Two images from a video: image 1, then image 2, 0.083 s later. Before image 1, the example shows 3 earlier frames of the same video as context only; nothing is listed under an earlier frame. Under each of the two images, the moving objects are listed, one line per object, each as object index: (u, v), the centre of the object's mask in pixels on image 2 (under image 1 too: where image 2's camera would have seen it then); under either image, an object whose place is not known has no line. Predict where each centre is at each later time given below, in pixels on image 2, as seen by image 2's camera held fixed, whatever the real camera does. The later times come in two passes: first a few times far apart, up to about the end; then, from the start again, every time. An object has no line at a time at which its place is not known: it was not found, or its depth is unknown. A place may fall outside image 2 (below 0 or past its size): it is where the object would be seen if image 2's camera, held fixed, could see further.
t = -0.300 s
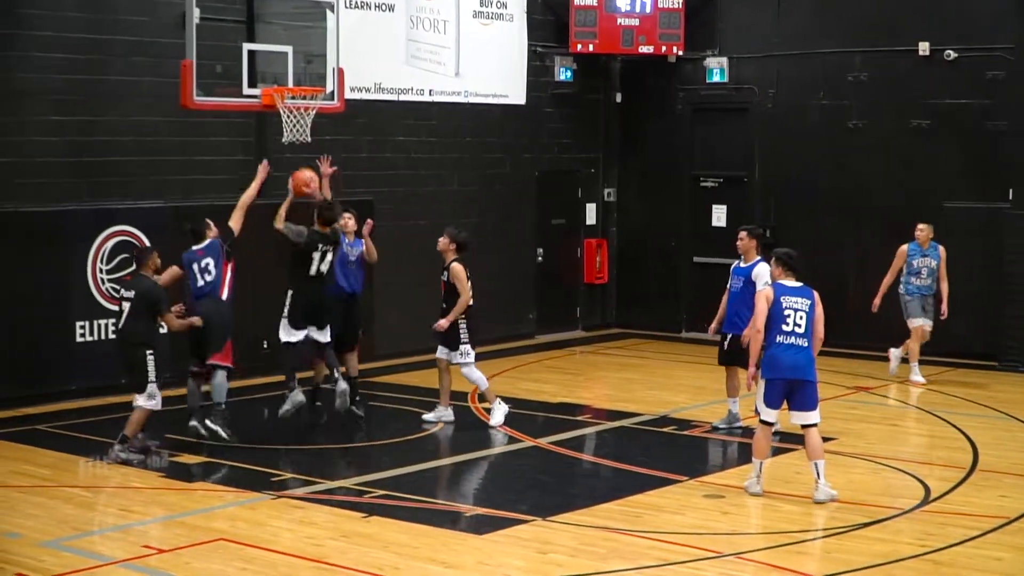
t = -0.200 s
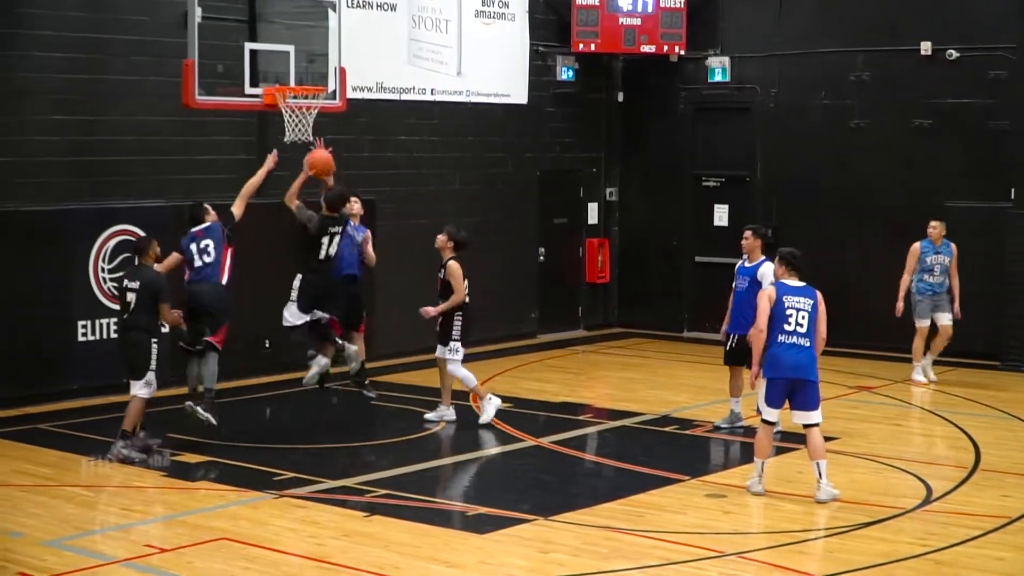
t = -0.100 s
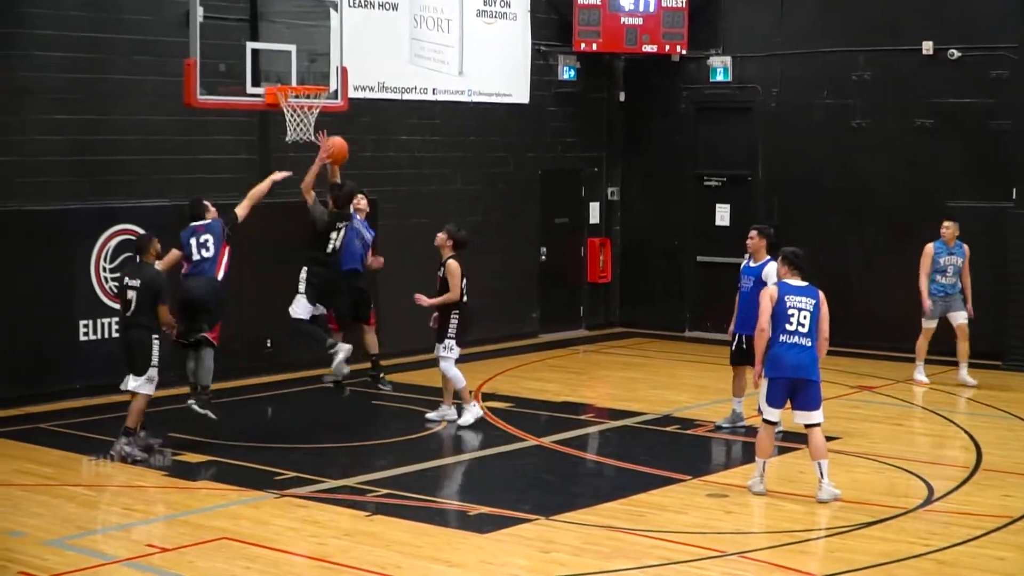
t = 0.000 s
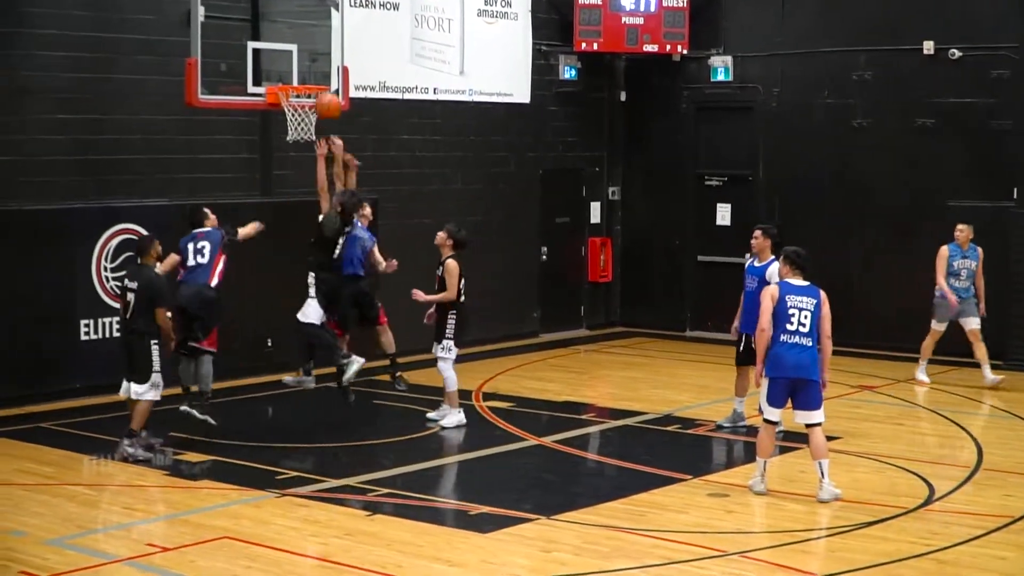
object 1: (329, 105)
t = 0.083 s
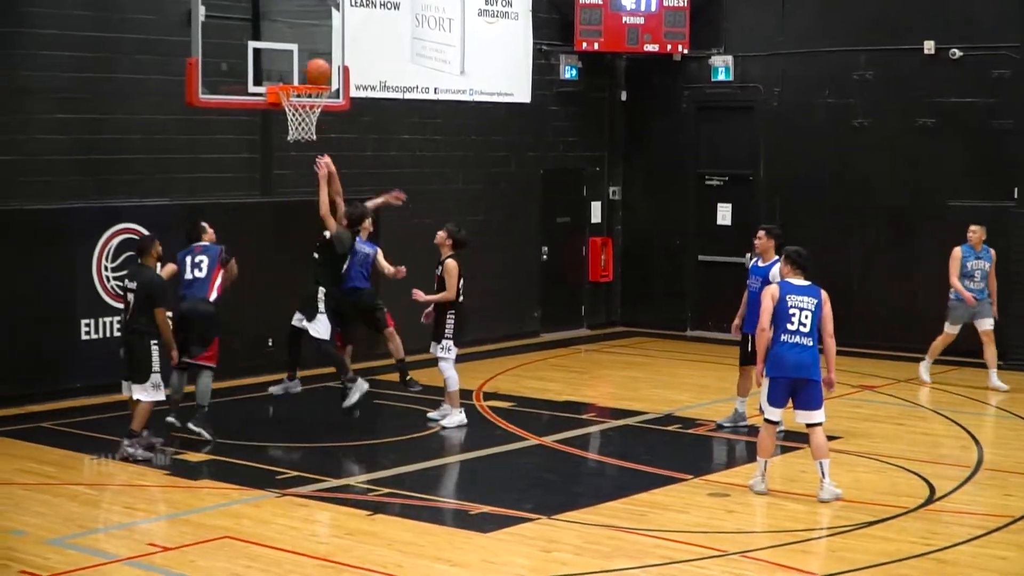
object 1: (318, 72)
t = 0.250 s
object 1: (297, 29)
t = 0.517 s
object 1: (265, 25)
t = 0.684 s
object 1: (269, 58)
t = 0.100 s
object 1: (315, 66)
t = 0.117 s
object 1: (314, 61)
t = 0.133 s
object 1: (312, 55)
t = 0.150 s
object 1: (309, 50)
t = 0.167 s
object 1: (307, 47)
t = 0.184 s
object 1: (305, 42)
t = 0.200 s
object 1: (303, 38)
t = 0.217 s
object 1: (301, 35)
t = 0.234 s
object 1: (299, 32)
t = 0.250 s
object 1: (297, 29)
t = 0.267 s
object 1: (295, 27)
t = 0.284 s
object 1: (293, 25)
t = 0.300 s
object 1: (291, 23)
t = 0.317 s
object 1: (289, 21)
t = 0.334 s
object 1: (287, 20)
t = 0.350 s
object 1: (285, 19)
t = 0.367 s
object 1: (283, 18)
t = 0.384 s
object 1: (282, 18)
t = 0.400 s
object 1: (279, 18)
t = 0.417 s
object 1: (277, 18)
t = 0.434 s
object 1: (276, 18)
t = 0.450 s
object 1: (273, 19)
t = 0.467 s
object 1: (271, 20)
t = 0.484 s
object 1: (269, 21)
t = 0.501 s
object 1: (266, 23)
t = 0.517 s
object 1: (265, 25)
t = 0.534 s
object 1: (263, 27)
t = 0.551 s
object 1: (262, 30)
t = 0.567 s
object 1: (260, 33)
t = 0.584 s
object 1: (257, 37)
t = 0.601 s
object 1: (259, 39)
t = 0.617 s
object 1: (260, 42)
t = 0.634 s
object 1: (263, 45)
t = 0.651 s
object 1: (265, 49)
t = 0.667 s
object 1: (267, 53)
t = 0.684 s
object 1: (269, 58)
